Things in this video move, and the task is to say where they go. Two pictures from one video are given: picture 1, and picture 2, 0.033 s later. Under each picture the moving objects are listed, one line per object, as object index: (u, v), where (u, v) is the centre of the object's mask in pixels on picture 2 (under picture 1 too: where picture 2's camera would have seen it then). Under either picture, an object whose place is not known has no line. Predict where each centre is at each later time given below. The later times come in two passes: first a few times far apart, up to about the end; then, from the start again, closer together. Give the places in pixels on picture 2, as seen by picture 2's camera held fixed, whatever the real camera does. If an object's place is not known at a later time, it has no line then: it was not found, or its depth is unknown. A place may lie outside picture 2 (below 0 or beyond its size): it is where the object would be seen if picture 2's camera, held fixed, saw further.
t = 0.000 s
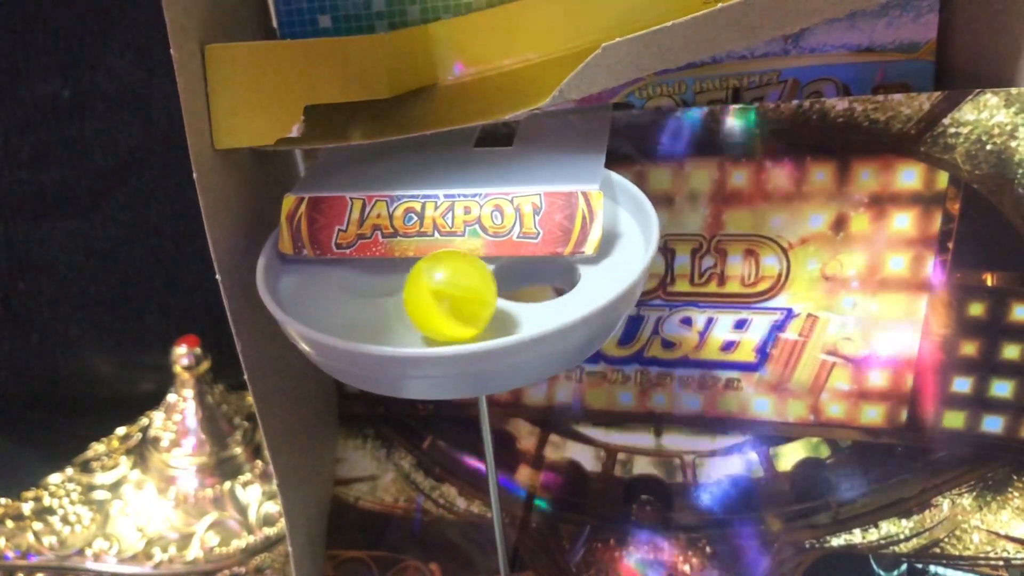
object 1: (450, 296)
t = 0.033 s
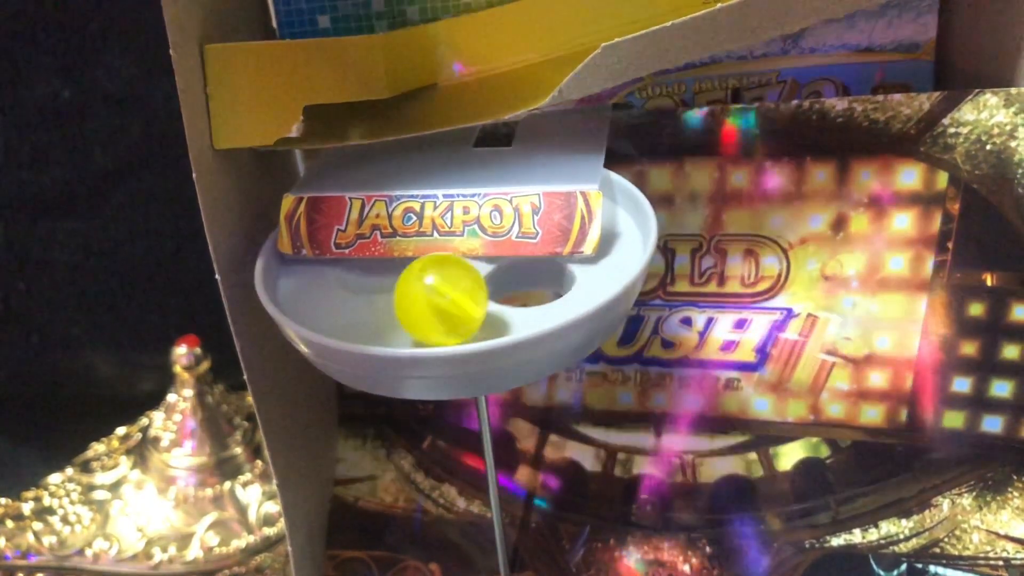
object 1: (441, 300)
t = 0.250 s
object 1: (369, 307)
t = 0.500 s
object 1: (309, 287)
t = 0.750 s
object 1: (350, 257)
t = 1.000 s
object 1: (300, 240)
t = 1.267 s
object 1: (416, 234)
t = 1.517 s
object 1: (450, 273)
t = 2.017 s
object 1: (403, 300)
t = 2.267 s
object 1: (496, 296)
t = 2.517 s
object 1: (401, 302)
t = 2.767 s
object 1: (291, 275)
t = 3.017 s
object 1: (327, 250)
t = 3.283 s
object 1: (365, 251)
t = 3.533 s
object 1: (333, 236)
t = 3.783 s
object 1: (364, 252)
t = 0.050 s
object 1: (436, 301)
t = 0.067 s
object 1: (431, 303)
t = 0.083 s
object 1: (425, 305)
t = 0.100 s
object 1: (419, 306)
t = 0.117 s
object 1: (413, 307)
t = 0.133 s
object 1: (408, 308)
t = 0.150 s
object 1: (403, 308)
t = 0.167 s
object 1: (397, 308)
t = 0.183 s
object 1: (392, 308)
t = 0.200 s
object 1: (386, 308)
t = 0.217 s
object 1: (380, 308)
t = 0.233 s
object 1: (374, 307)
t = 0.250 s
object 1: (369, 307)
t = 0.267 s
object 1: (363, 306)
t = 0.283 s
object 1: (358, 305)
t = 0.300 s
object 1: (352, 304)
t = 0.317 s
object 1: (347, 303)
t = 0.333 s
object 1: (342, 302)
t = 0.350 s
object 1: (337, 300)
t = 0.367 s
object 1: (332, 299)
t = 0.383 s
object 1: (328, 298)
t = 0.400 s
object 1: (324, 296)
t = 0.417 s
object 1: (320, 295)
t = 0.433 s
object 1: (317, 293)
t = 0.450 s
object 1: (314, 292)
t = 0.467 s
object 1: (312, 290)
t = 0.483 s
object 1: (310, 288)
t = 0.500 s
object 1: (309, 287)
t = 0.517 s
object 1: (308, 285)
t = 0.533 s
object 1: (308, 283)
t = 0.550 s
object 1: (308, 282)
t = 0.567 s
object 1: (308, 280)
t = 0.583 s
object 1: (309, 278)
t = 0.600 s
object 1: (310, 276)
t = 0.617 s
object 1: (313, 273)
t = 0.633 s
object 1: (315, 271)
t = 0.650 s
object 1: (319, 270)
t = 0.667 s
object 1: (322, 267)
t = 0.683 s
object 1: (327, 263)
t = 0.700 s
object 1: (332, 262)
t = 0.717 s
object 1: (336, 260)
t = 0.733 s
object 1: (342, 258)
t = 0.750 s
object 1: (350, 257)
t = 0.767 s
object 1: (359, 255)
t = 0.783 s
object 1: (362, 252)
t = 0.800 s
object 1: (366, 250)
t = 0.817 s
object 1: (367, 247)
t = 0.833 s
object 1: (366, 244)
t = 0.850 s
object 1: (362, 243)
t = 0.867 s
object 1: (357, 242)
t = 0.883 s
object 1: (349, 242)
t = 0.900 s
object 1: (342, 241)
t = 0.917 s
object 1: (333, 242)
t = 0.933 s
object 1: (323, 242)
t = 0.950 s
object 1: (314, 241)
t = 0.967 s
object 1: (308, 241)
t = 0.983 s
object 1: (302, 241)
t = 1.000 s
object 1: (300, 240)
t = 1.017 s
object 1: (301, 239)
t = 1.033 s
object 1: (304, 238)
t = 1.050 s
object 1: (307, 238)
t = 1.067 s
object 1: (310, 237)
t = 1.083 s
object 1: (313, 238)
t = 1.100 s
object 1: (318, 240)
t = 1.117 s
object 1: (324, 241)
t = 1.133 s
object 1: (333, 243)
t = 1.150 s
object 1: (341, 244)
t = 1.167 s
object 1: (351, 246)
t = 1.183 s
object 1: (362, 247)
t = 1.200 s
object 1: (379, 247)
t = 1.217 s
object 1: (392, 242)
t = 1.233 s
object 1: (402, 237)
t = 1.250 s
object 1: (409, 235)
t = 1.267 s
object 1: (416, 234)
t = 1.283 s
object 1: (424, 238)
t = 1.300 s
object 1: (434, 244)
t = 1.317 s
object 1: (445, 255)
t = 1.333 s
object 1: (453, 257)
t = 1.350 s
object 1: (455, 257)
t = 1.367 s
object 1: (455, 258)
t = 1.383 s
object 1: (455, 262)
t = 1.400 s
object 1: (454, 266)
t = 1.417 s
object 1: (452, 269)
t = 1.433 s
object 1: (451, 272)
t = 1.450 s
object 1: (450, 273)
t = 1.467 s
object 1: (450, 273)
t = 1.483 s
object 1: (450, 273)
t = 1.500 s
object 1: (450, 273)
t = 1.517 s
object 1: (450, 273)
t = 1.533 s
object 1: (451, 273)
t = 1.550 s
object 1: (452, 273)
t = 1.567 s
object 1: (454, 271)
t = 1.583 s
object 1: (456, 270)
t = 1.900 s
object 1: (385, 293)
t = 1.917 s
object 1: (383, 295)
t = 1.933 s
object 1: (384, 296)
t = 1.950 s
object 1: (386, 297)
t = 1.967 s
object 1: (389, 298)
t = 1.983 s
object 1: (393, 299)
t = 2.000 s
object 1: (397, 300)
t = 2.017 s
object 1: (403, 300)
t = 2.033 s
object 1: (409, 301)
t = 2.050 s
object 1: (415, 302)
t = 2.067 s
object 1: (423, 302)
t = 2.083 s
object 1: (430, 303)
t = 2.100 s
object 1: (437, 303)
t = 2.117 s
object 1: (445, 302)
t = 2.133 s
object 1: (453, 301)
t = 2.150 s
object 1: (460, 298)
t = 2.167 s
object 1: (470, 301)
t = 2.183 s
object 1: (477, 300)
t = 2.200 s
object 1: (483, 300)
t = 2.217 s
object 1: (487, 299)
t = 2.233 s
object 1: (492, 298)
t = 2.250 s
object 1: (494, 297)
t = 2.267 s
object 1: (496, 296)
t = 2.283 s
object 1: (497, 296)
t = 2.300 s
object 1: (497, 295)
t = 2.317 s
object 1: (496, 295)
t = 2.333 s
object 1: (493, 295)
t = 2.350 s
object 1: (490, 295)
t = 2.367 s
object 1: (485, 295)
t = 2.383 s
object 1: (480, 296)
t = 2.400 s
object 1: (473, 297)
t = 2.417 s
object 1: (465, 298)
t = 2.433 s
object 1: (456, 299)
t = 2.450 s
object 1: (446, 300)
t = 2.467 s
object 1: (435, 301)
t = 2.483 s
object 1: (424, 302)
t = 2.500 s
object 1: (413, 302)
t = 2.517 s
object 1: (401, 302)
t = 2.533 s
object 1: (390, 302)
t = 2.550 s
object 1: (378, 302)
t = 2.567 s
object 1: (366, 301)
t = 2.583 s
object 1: (354, 301)
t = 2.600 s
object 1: (343, 300)
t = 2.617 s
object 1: (334, 299)
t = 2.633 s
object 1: (326, 296)
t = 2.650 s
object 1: (319, 294)
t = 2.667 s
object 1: (313, 291)
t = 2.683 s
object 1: (308, 290)
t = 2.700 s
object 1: (304, 287)
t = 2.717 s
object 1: (299, 283)
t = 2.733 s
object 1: (296, 280)
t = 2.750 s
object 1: (294, 277)
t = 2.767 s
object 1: (291, 275)
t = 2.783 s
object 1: (290, 272)
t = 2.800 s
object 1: (289, 268)
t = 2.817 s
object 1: (289, 266)
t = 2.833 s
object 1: (289, 263)
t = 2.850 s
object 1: (290, 260)
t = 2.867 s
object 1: (293, 257)
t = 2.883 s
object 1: (296, 255)
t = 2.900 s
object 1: (299, 252)
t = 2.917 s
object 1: (304, 250)
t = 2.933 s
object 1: (308, 248)
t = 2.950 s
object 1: (312, 248)
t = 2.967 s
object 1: (315, 248)
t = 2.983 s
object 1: (319, 248)
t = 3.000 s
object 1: (322, 249)
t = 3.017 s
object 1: (327, 250)
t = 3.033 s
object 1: (331, 249)
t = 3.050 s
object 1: (337, 248)
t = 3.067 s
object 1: (344, 247)
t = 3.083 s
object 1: (352, 245)
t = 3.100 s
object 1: (359, 241)
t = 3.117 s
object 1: (362, 238)
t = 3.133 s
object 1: (365, 236)
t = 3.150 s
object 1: (365, 235)
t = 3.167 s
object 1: (365, 235)
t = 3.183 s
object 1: (365, 235)
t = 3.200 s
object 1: (364, 235)
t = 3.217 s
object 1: (363, 236)
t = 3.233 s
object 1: (362, 237)
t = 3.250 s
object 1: (361, 241)
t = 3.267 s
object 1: (361, 246)
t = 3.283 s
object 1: (365, 251)
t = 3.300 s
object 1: (373, 255)
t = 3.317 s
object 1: (385, 256)
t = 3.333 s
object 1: (398, 254)
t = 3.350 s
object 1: (408, 247)
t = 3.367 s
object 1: (413, 240)
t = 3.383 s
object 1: (414, 239)
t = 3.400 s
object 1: (412, 239)
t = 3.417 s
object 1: (406, 240)
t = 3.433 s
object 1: (397, 244)
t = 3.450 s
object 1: (384, 247)
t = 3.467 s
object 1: (372, 247)
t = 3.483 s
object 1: (358, 243)
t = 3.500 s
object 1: (348, 239)
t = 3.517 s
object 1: (341, 237)
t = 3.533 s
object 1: (333, 236)
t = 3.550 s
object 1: (328, 236)
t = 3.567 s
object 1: (324, 236)
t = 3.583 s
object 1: (323, 235)
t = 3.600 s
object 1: (323, 235)
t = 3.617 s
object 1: (324, 235)
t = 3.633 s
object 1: (326, 235)
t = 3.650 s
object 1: (330, 236)
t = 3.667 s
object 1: (336, 237)
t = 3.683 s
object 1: (342, 237)
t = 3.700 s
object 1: (347, 238)
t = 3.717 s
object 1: (354, 239)
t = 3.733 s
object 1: (358, 241)
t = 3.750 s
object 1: (360, 244)
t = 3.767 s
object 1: (362, 247)
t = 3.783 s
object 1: (364, 252)
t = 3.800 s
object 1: (372, 257)
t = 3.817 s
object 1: (382, 260)
